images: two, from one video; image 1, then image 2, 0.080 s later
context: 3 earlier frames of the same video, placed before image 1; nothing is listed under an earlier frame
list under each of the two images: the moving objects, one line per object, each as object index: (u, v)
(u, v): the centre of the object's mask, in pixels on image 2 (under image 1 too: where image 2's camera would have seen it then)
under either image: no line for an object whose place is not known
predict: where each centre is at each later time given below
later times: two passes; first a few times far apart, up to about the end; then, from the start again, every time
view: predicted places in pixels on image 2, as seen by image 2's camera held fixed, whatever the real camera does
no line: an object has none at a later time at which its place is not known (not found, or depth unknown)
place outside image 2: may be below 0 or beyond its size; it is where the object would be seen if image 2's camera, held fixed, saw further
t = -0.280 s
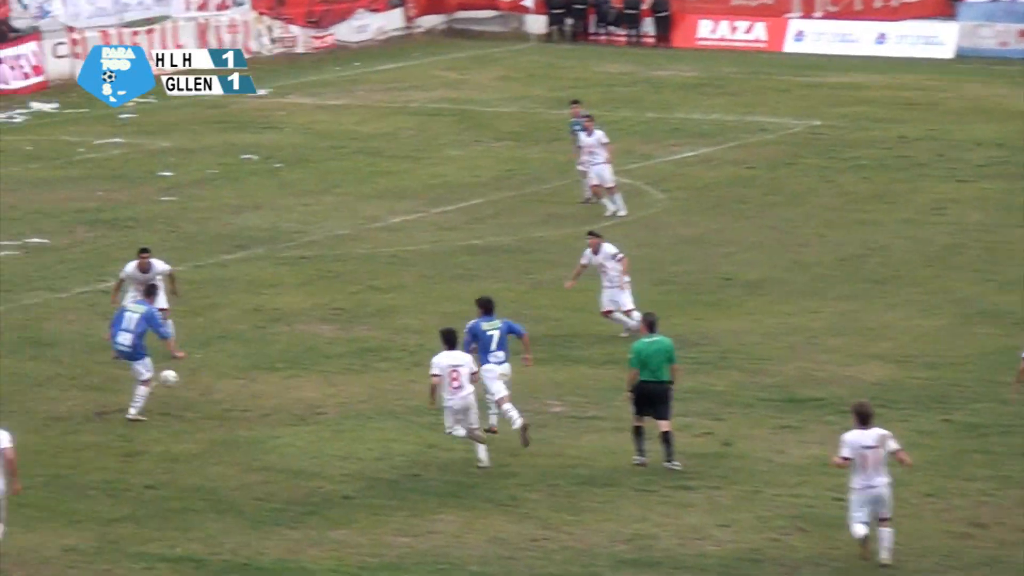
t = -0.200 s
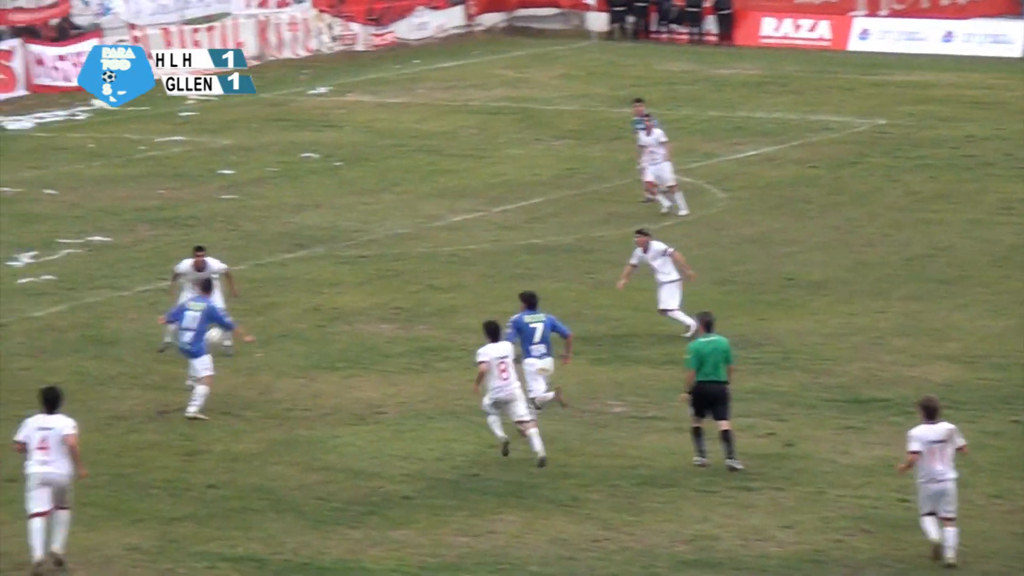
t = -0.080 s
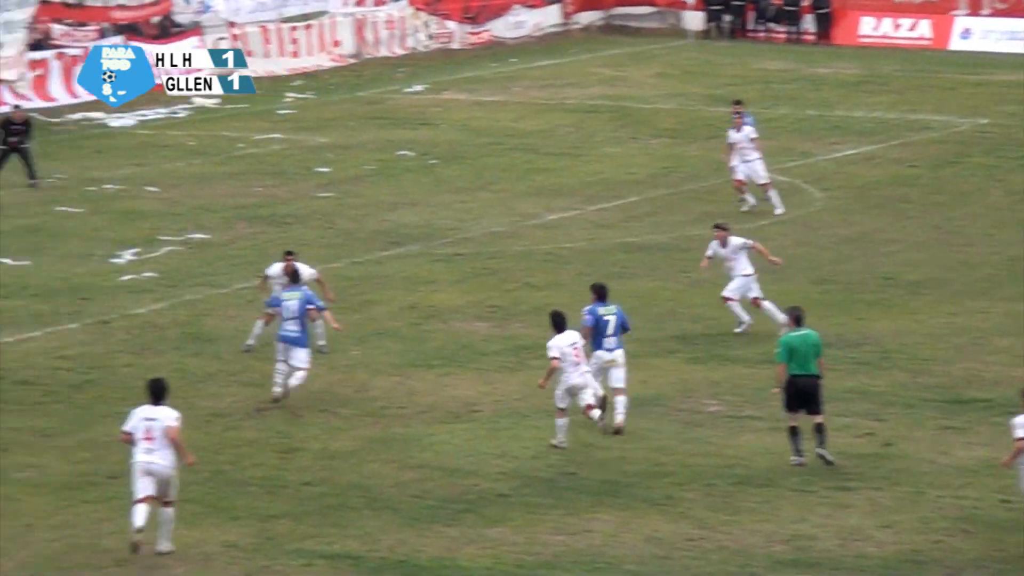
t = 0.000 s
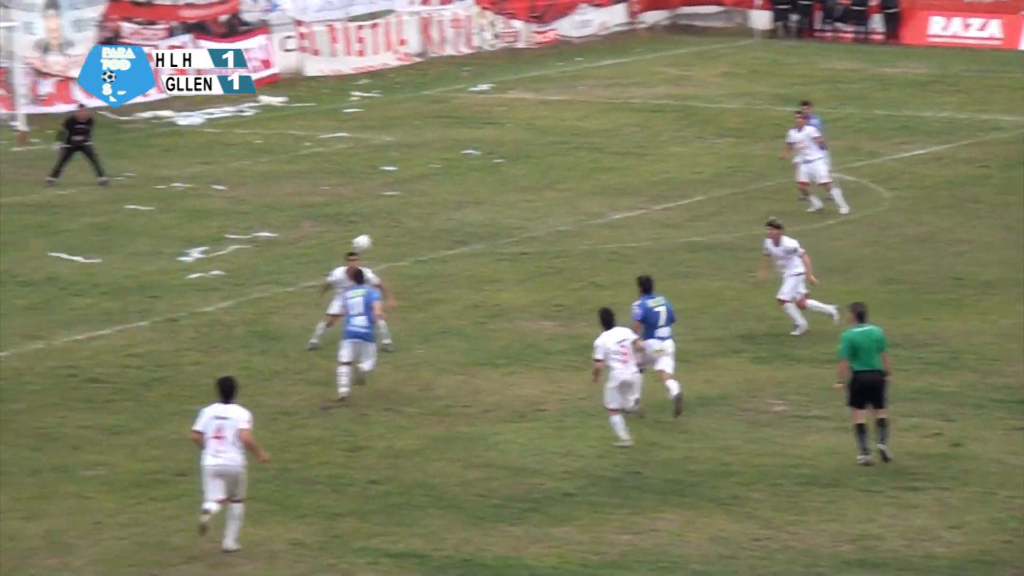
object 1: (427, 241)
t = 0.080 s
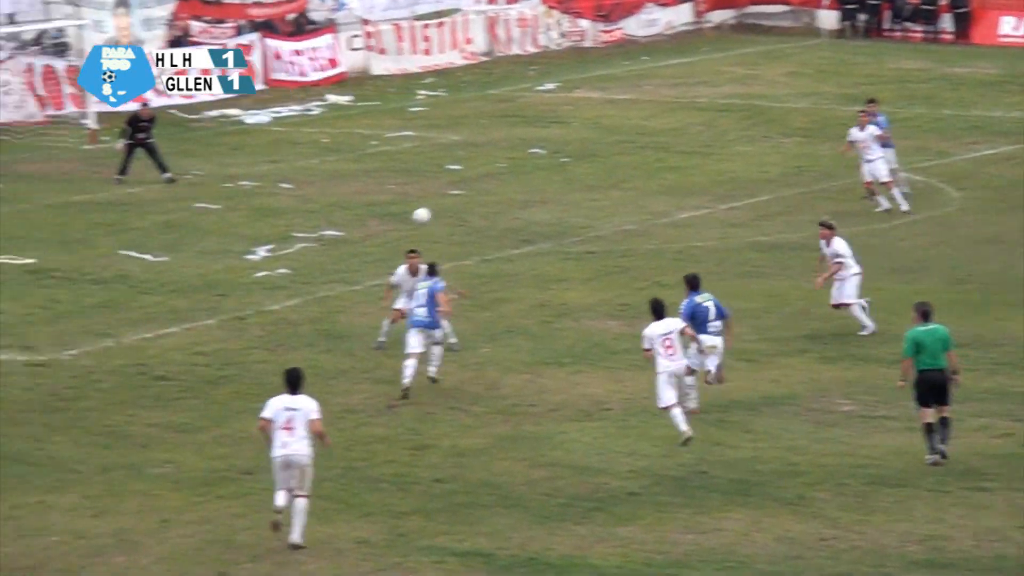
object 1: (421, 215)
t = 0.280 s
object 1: (410, 170)
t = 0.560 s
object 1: (388, 162)
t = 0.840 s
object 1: (367, 206)
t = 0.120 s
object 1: (419, 205)
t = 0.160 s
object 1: (417, 194)
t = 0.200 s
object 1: (415, 185)
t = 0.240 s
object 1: (412, 178)
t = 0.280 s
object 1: (410, 170)
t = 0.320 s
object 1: (406, 165)
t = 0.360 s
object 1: (403, 162)
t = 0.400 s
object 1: (400, 159)
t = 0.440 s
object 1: (397, 158)
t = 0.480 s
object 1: (394, 158)
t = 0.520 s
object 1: (391, 159)
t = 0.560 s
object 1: (388, 162)
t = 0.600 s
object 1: (385, 164)
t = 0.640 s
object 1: (381, 169)
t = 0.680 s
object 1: (379, 174)
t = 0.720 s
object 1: (376, 181)
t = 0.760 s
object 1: (373, 188)
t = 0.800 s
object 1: (369, 196)
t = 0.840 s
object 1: (367, 206)
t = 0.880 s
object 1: (364, 216)
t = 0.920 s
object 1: (362, 229)
